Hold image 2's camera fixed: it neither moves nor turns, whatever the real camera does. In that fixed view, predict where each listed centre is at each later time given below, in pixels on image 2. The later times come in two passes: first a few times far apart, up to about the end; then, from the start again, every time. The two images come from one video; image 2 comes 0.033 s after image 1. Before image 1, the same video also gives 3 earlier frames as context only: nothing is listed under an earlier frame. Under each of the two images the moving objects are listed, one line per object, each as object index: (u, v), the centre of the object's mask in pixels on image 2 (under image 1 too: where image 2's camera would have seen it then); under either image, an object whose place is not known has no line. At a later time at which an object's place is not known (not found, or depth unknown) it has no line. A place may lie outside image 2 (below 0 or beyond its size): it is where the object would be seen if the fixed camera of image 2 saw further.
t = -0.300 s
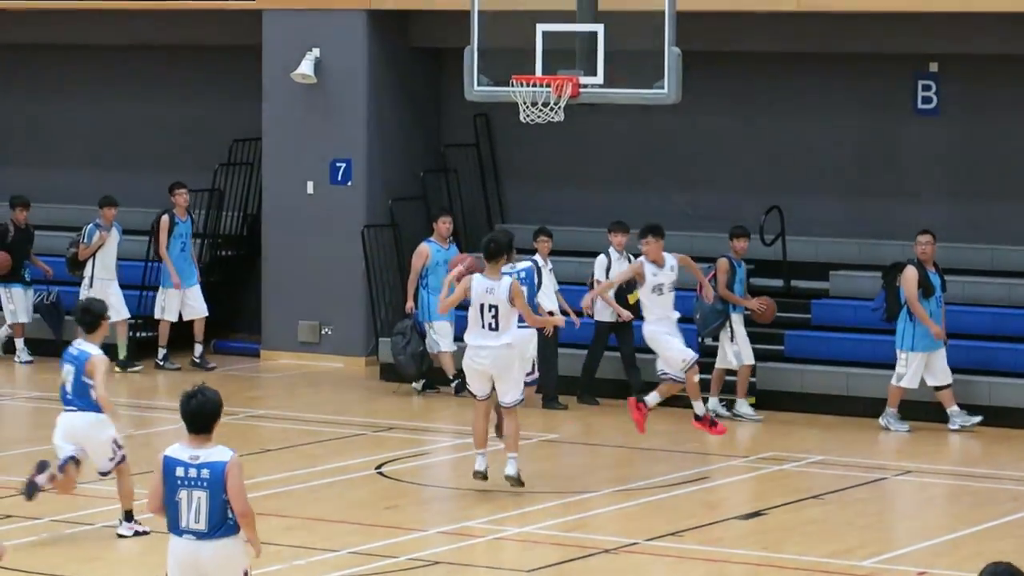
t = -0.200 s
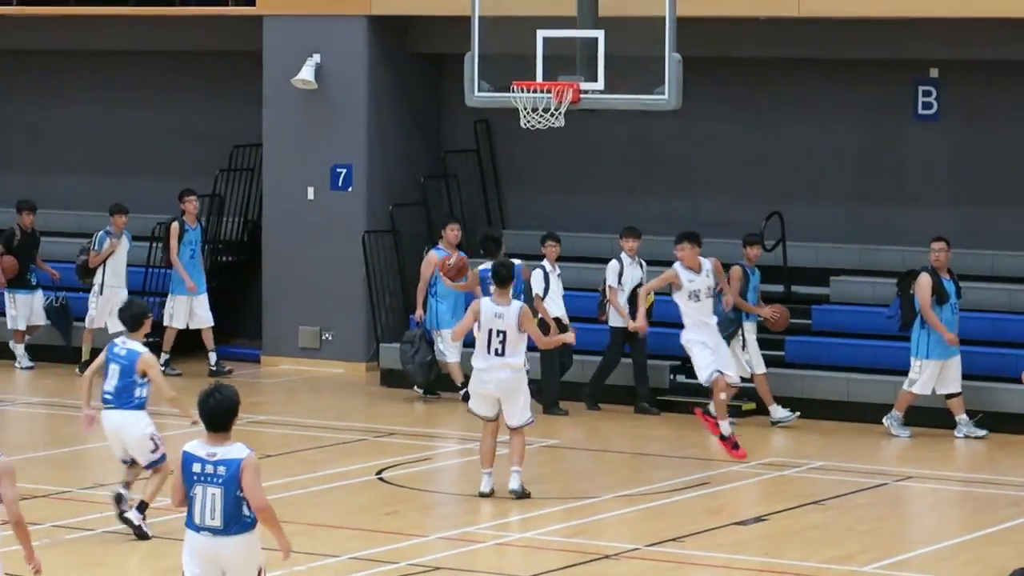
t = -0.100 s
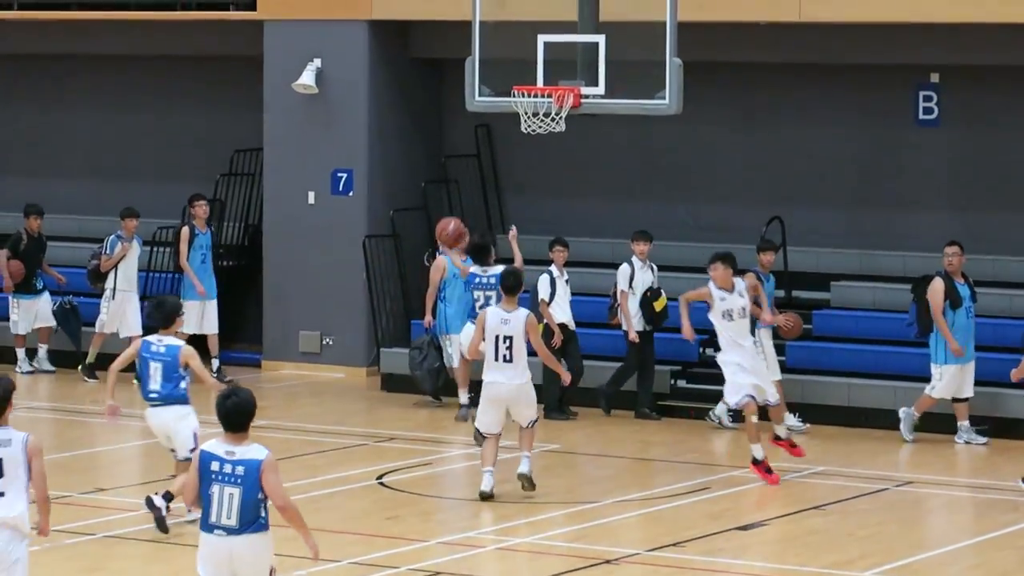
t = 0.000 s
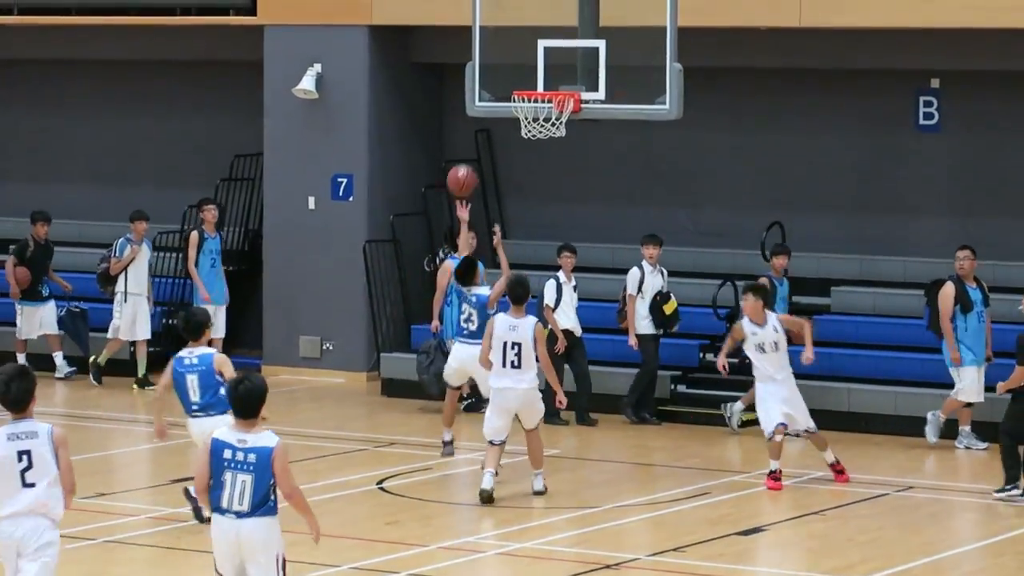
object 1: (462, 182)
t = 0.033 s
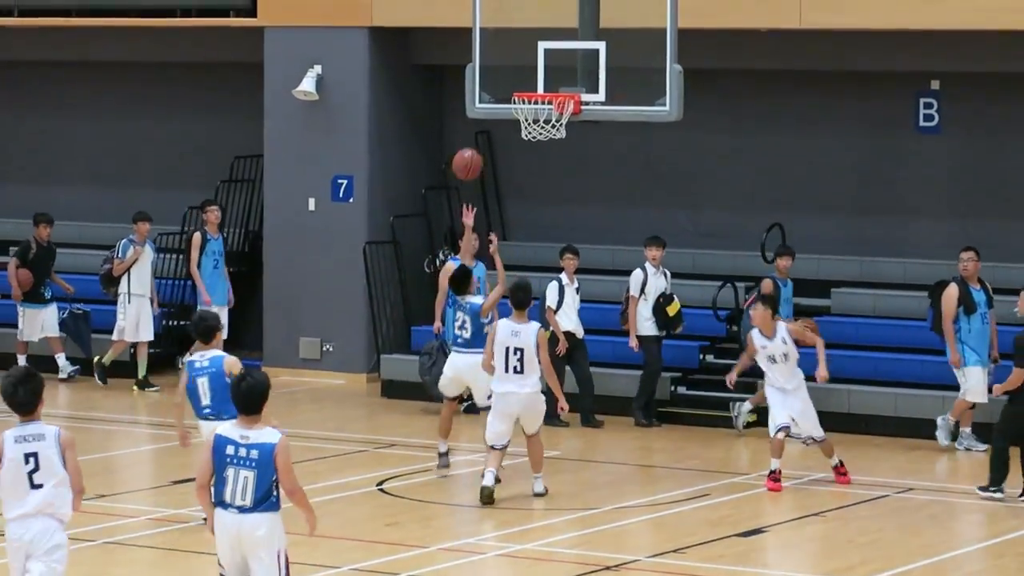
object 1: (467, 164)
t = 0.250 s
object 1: (503, 83)
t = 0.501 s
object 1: (514, 69)
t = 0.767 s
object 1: (497, 81)
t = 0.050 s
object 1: (470, 156)
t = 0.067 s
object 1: (473, 148)
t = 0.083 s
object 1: (476, 140)
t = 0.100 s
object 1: (478, 133)
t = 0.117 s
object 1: (481, 127)
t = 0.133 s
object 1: (484, 120)
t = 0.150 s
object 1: (487, 113)
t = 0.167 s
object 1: (490, 107)
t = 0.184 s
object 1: (492, 101)
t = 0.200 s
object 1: (494, 95)
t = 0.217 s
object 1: (497, 91)
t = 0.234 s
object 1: (500, 87)
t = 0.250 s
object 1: (503, 83)
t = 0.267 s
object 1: (505, 79)
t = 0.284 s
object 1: (508, 76)
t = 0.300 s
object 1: (509, 73)
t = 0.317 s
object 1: (509, 71)
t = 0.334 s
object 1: (510, 69)
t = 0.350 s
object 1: (510, 68)
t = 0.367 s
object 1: (511, 67)
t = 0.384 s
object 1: (511, 66)
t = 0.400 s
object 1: (512, 66)
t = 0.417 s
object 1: (512, 65)
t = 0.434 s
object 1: (512, 66)
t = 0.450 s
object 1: (513, 66)
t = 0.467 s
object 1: (513, 67)
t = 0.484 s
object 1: (514, 68)
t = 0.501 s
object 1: (514, 69)
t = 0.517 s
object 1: (515, 72)
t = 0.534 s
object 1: (515, 74)
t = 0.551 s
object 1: (516, 76)
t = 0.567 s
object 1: (516, 79)
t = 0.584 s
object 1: (515, 78)
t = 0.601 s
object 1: (513, 77)
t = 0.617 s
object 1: (511, 75)
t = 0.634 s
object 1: (510, 75)
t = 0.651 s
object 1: (509, 75)
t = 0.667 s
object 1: (507, 74)
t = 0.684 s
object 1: (505, 75)
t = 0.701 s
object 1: (504, 75)
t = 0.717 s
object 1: (502, 76)
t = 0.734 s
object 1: (500, 76)
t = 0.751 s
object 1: (499, 78)
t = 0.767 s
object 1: (497, 81)
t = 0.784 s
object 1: (496, 82)
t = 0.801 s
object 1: (494, 85)
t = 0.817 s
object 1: (493, 87)
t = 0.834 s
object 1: (491, 91)
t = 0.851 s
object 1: (489, 94)
